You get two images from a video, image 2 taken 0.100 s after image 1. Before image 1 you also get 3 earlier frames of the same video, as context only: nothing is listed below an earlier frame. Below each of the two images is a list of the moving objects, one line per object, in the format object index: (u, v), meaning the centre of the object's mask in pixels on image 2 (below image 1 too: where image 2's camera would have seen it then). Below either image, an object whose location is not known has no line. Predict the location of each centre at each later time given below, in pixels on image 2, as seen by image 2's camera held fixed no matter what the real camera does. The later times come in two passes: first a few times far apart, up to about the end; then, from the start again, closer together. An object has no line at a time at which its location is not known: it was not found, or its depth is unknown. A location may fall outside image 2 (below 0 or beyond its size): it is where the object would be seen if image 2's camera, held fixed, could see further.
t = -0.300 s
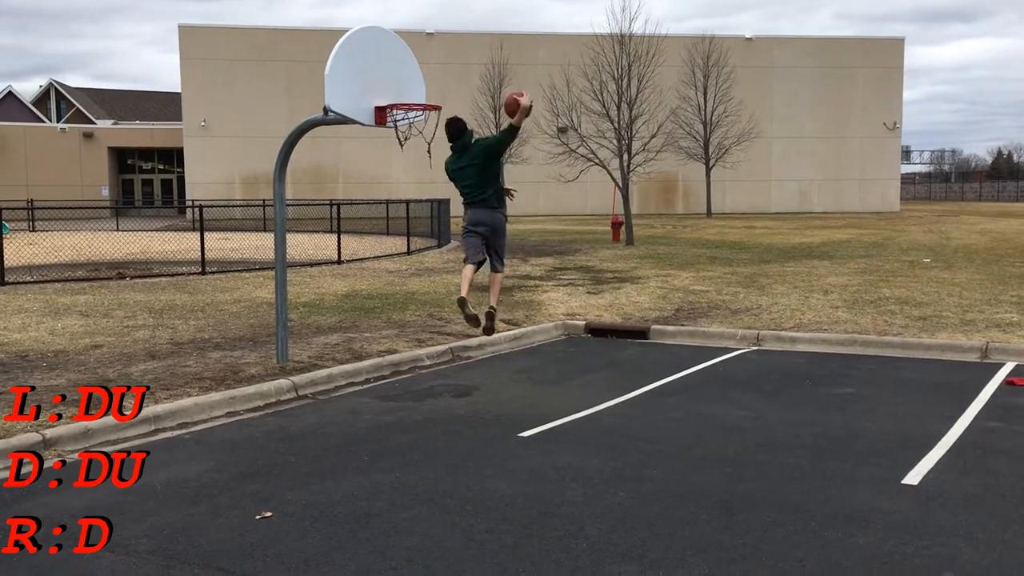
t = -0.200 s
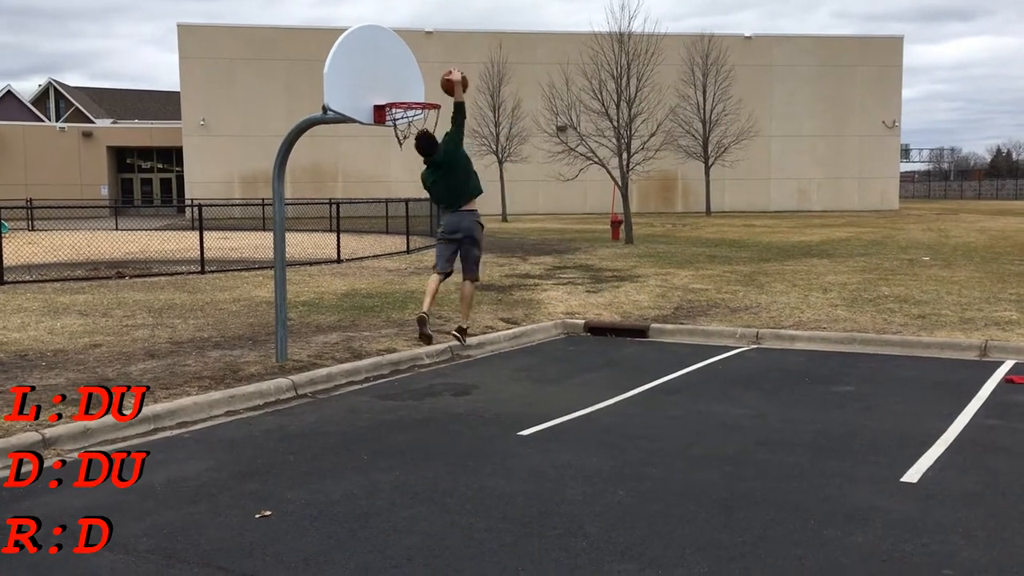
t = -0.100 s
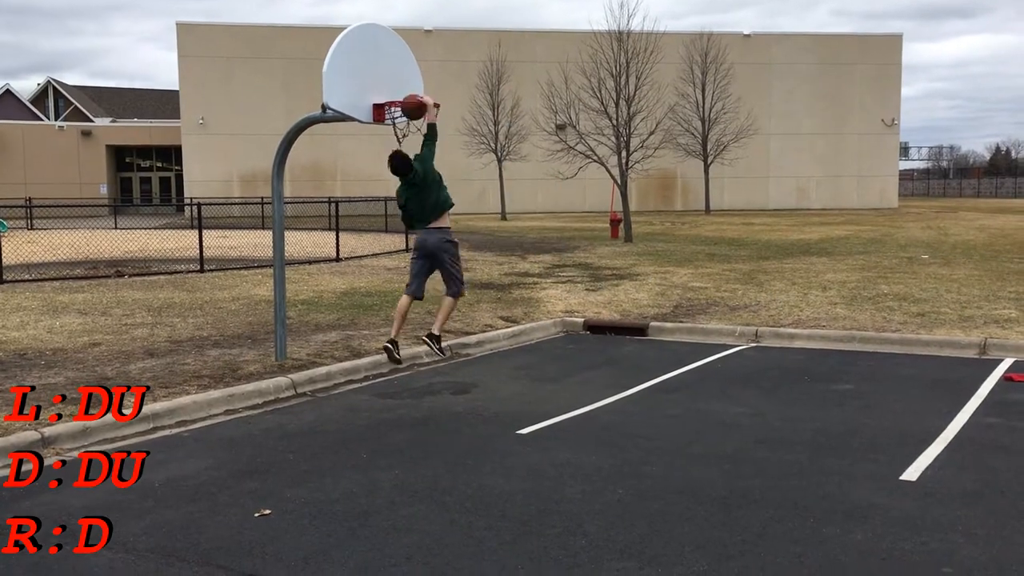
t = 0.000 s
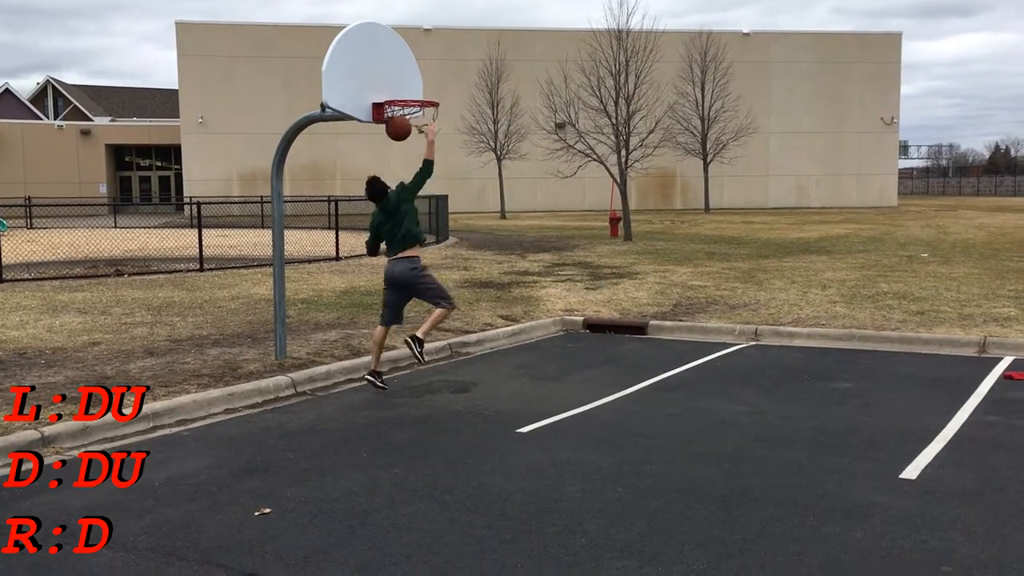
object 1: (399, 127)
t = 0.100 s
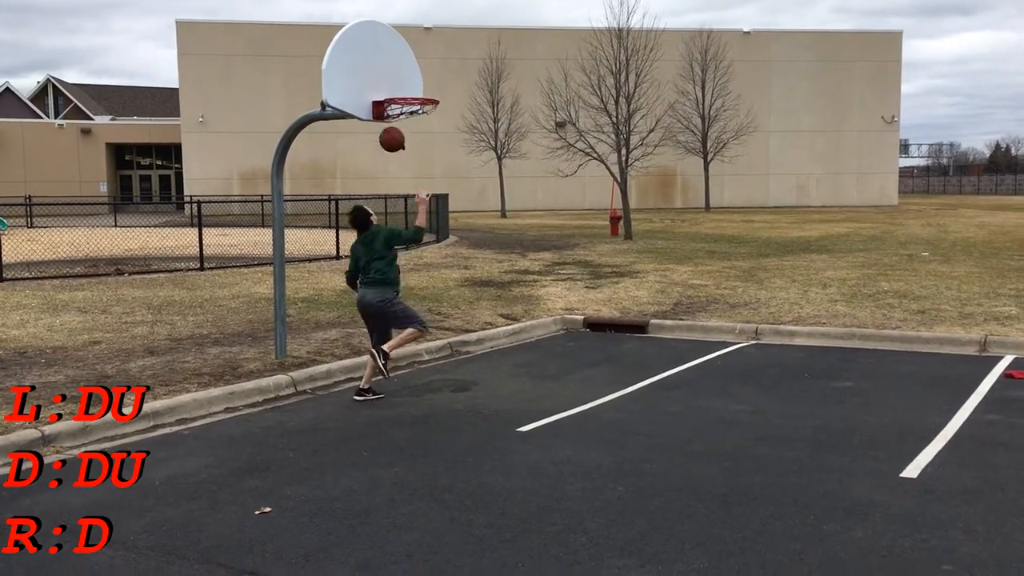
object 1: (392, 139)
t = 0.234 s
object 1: (384, 171)
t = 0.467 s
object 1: (373, 265)
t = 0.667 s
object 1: (366, 364)
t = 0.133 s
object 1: (389, 145)
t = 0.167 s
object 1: (388, 153)
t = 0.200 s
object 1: (385, 162)
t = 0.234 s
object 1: (384, 171)
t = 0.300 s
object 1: (381, 193)
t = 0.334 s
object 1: (379, 206)
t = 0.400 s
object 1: (376, 234)
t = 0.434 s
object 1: (374, 249)
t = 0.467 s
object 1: (373, 265)
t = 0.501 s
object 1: (372, 282)
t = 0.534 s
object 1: (371, 300)
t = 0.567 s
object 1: (369, 318)
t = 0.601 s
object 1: (367, 337)
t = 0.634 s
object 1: (367, 356)
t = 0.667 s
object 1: (366, 364)
